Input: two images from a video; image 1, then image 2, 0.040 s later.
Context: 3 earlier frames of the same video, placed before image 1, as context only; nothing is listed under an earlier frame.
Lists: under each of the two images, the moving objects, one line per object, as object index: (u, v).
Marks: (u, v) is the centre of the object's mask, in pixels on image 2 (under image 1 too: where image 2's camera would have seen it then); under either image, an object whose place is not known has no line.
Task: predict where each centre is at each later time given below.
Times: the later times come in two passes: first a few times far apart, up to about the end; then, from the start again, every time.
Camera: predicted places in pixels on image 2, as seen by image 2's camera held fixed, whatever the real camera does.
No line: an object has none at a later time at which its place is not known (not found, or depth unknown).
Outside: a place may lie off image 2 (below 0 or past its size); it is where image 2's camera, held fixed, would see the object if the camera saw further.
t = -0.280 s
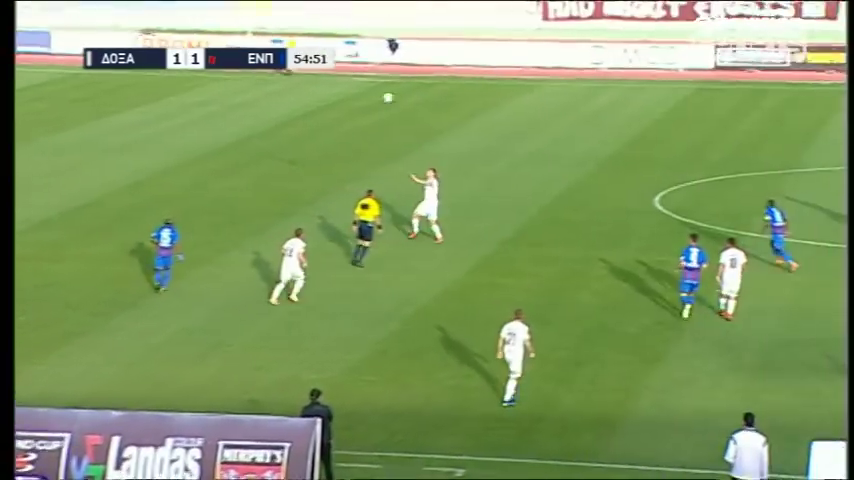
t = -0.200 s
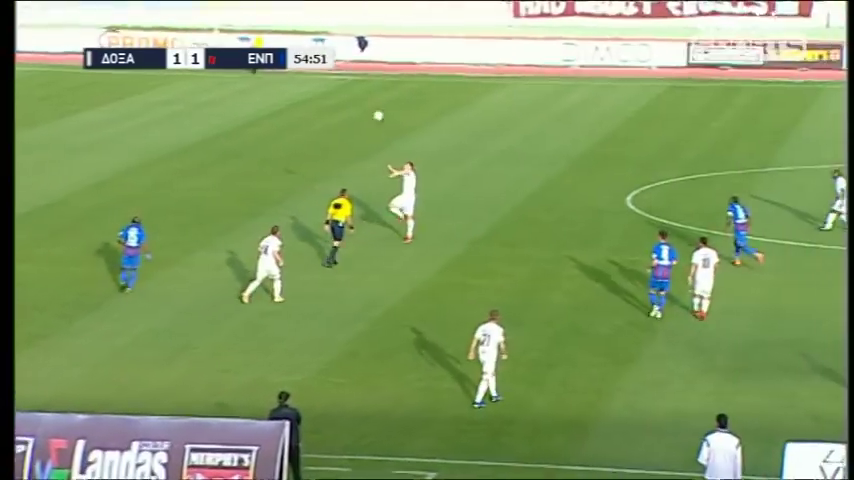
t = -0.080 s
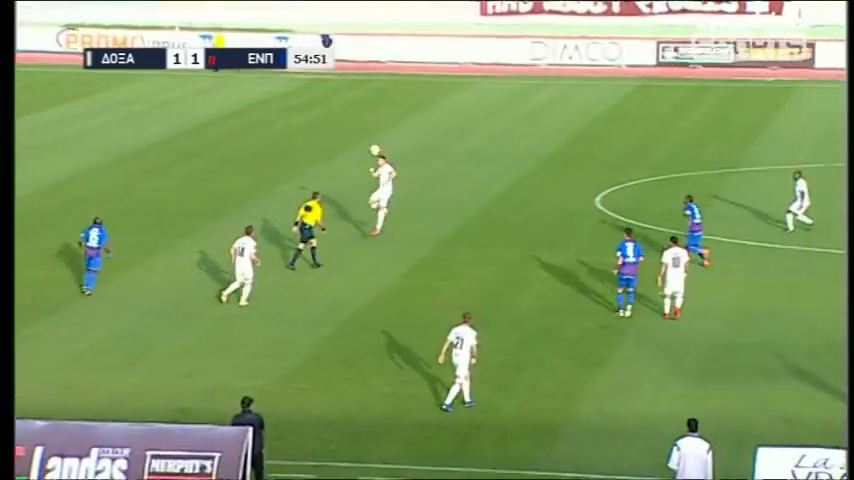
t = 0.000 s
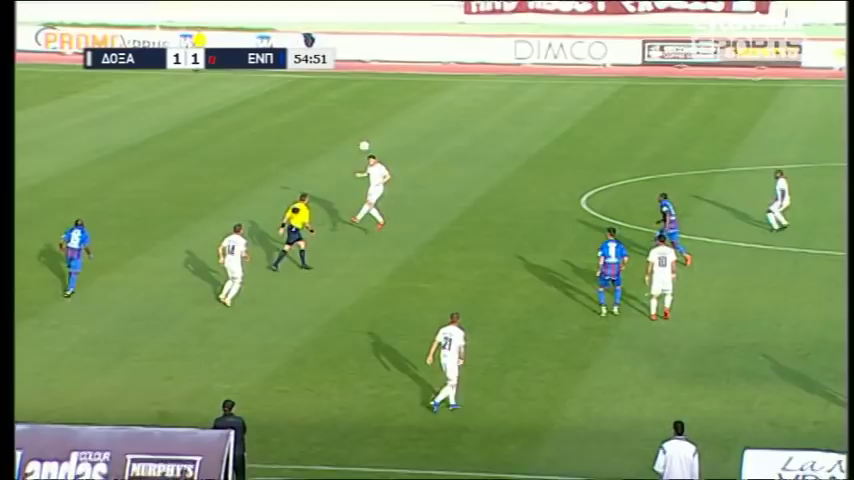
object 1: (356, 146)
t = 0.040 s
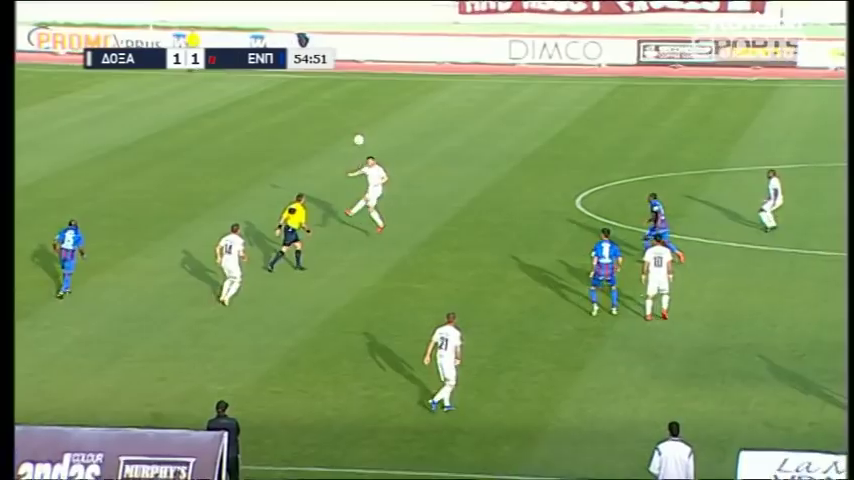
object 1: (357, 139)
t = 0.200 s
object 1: (358, 121)
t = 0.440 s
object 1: (361, 116)
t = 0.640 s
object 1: (365, 131)
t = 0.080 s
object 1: (358, 135)
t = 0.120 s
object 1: (358, 129)
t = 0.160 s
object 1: (358, 124)
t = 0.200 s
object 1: (358, 121)
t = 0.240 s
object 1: (359, 119)
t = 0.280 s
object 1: (359, 117)
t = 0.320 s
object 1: (359, 115)
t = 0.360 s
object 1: (359, 115)
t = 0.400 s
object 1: (360, 115)
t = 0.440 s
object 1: (361, 116)
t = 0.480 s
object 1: (362, 117)
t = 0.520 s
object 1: (362, 119)
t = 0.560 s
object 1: (363, 122)
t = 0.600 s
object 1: (364, 127)
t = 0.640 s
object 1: (365, 131)
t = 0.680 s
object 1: (366, 137)
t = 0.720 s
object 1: (367, 143)
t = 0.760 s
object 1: (367, 150)
